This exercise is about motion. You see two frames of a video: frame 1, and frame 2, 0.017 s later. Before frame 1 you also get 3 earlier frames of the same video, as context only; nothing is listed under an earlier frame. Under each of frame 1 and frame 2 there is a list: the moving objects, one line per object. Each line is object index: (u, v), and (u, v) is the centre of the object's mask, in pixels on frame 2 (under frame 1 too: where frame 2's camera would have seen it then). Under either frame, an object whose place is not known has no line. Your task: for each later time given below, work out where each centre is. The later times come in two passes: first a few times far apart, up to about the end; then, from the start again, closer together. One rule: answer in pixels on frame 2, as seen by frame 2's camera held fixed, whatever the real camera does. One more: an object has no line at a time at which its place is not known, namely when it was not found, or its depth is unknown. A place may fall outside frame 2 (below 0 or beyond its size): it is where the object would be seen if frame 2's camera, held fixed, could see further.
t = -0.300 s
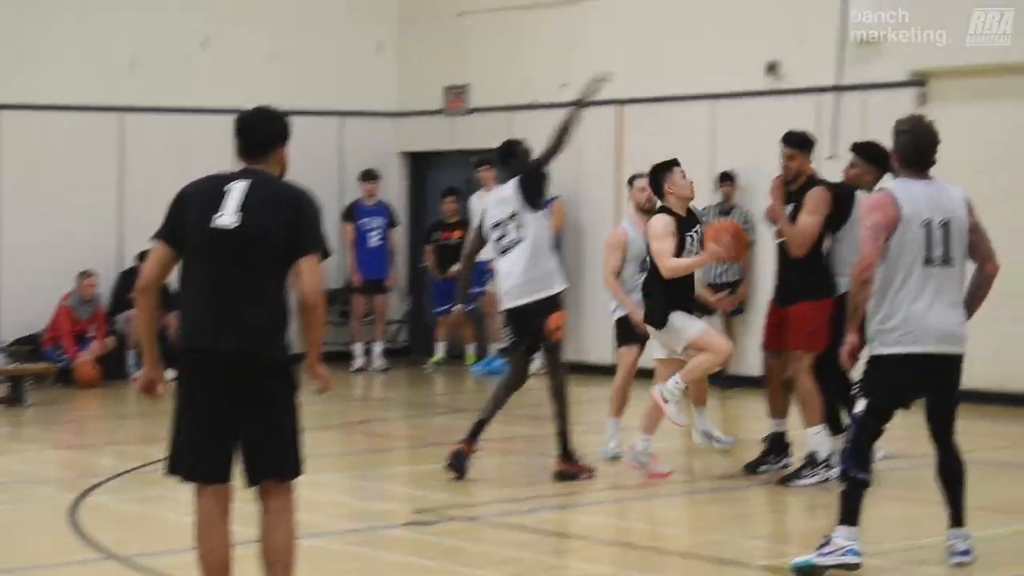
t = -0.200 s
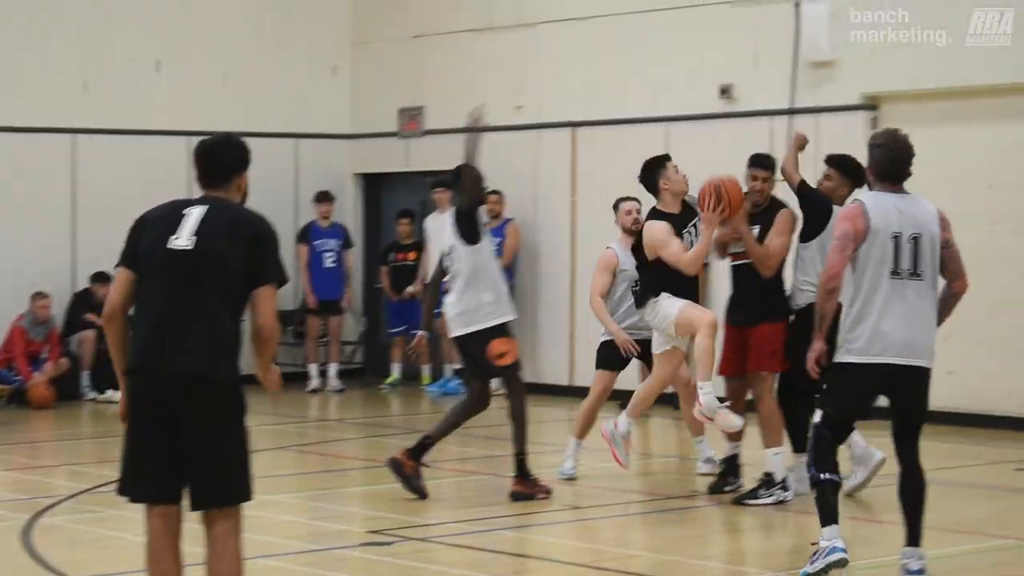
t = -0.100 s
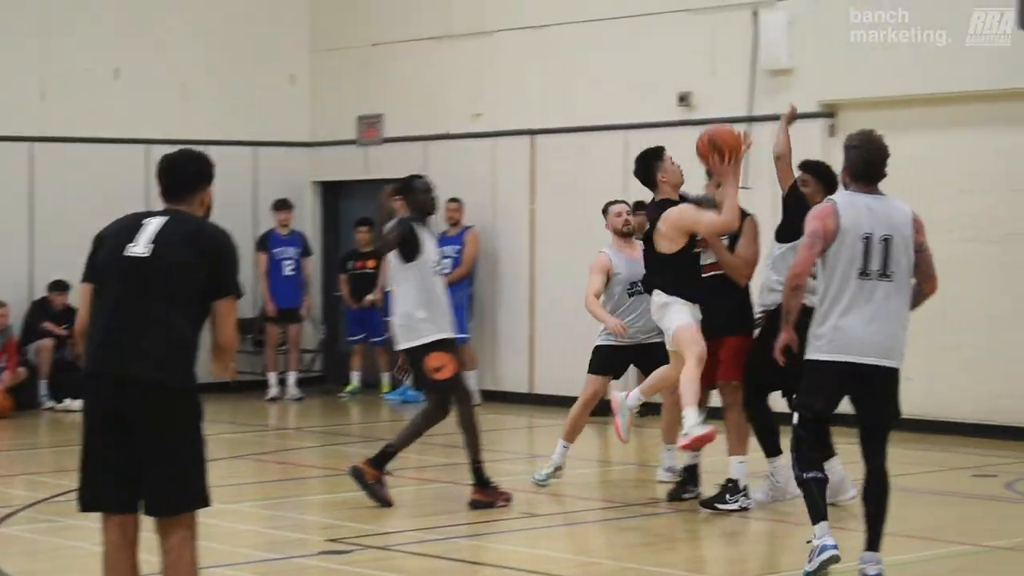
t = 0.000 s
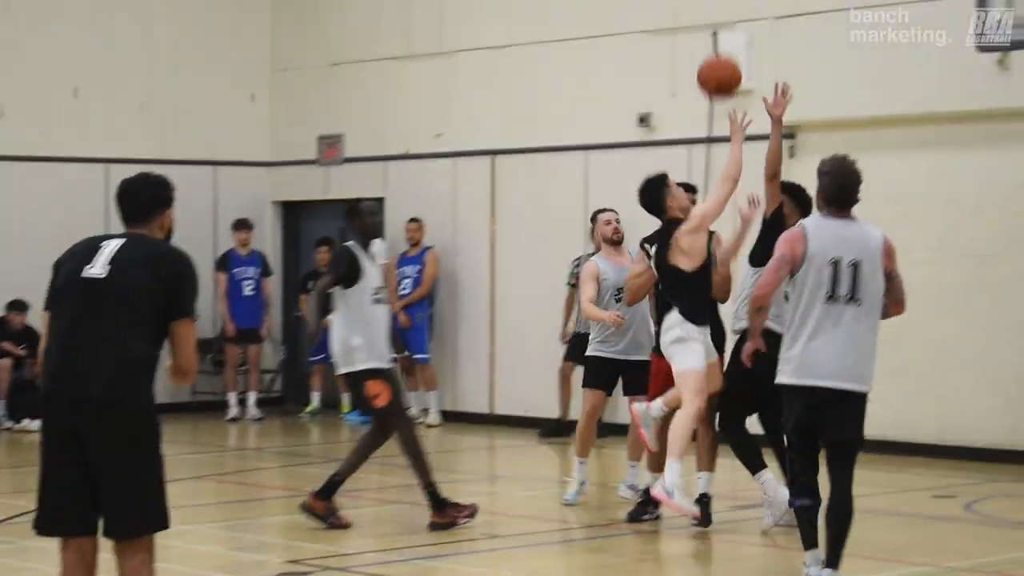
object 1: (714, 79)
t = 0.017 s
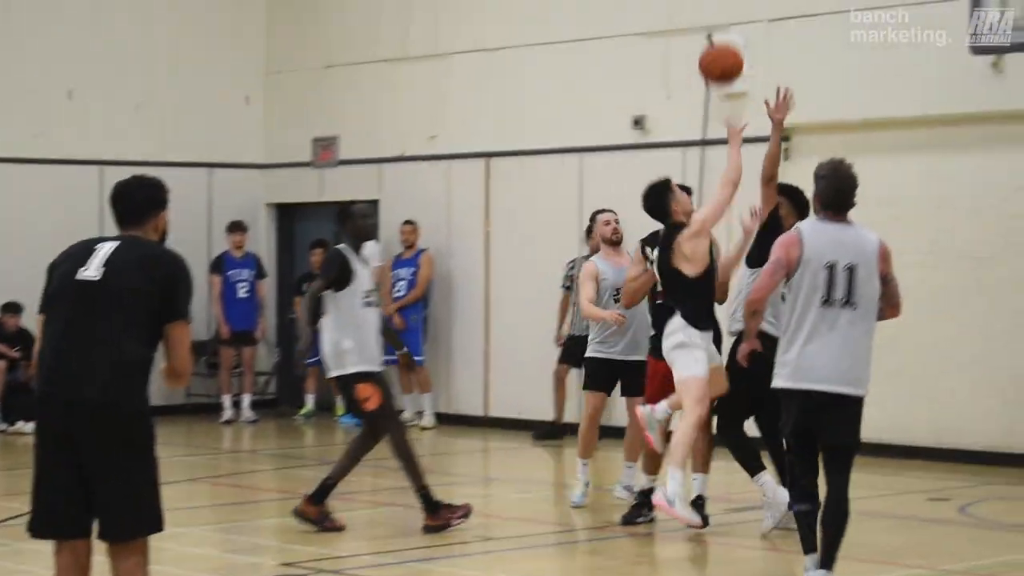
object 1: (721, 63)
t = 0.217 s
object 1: (805, -78)
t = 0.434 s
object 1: (887, -150)
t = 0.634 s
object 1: (956, -133)
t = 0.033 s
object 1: (727, 48)
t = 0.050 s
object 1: (734, 33)
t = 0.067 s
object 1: (741, 20)
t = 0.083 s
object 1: (748, 6)
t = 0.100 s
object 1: (756, -7)
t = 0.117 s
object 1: (763, -17)
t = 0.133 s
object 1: (769, -27)
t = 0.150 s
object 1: (777, -37)
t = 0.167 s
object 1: (785, -48)
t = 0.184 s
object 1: (791, -58)
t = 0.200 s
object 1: (798, -68)
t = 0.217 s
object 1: (805, -78)
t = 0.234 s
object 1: (812, -87)
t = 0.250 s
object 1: (819, -97)
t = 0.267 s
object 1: (826, -108)
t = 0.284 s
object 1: (834, -117)
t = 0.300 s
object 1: (840, -123)
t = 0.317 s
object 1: (846, -130)
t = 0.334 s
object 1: (851, -134)
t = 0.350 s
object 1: (857, -138)
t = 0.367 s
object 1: (863, -142)
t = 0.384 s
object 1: (869, -144)
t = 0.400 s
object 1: (875, -146)
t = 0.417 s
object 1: (881, -149)
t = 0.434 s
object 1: (887, -150)
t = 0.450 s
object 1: (892, -152)
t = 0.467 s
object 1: (898, -152)
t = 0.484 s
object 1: (904, -152)
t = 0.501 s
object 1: (910, -152)
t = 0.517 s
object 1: (916, -151)
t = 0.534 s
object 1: (921, -150)
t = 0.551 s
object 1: (926, -149)
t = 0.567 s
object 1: (932, -147)
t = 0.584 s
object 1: (938, -143)
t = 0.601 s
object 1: (944, -141)
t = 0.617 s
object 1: (950, -137)
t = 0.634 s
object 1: (956, -133)
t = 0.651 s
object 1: (960, -128)
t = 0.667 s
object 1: (965, -123)
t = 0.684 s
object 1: (971, -117)
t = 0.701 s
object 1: (976, -112)
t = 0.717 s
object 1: (982, -105)
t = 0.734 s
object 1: (987, -98)
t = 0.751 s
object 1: (992, -91)
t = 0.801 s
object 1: (1008, -67)
